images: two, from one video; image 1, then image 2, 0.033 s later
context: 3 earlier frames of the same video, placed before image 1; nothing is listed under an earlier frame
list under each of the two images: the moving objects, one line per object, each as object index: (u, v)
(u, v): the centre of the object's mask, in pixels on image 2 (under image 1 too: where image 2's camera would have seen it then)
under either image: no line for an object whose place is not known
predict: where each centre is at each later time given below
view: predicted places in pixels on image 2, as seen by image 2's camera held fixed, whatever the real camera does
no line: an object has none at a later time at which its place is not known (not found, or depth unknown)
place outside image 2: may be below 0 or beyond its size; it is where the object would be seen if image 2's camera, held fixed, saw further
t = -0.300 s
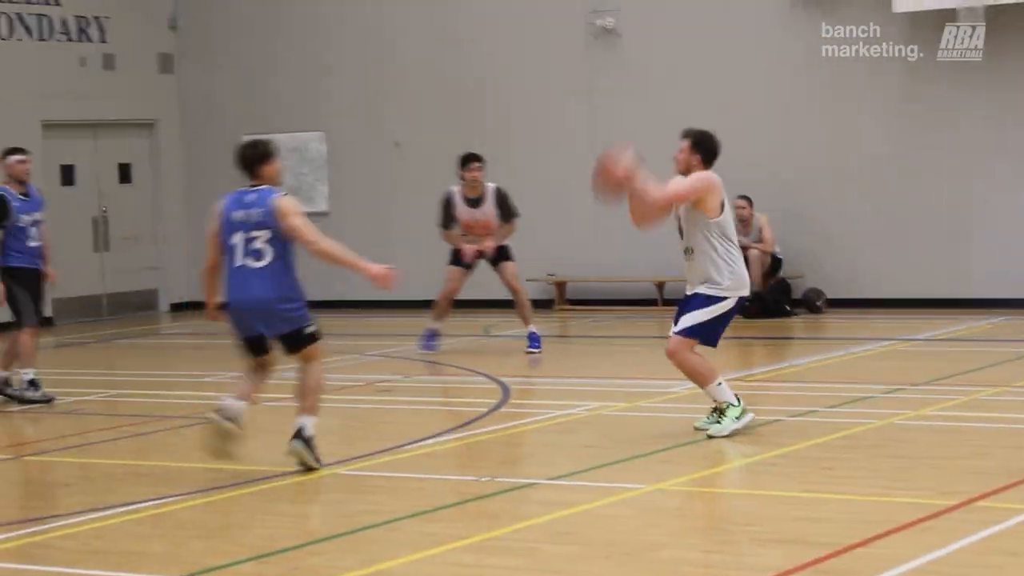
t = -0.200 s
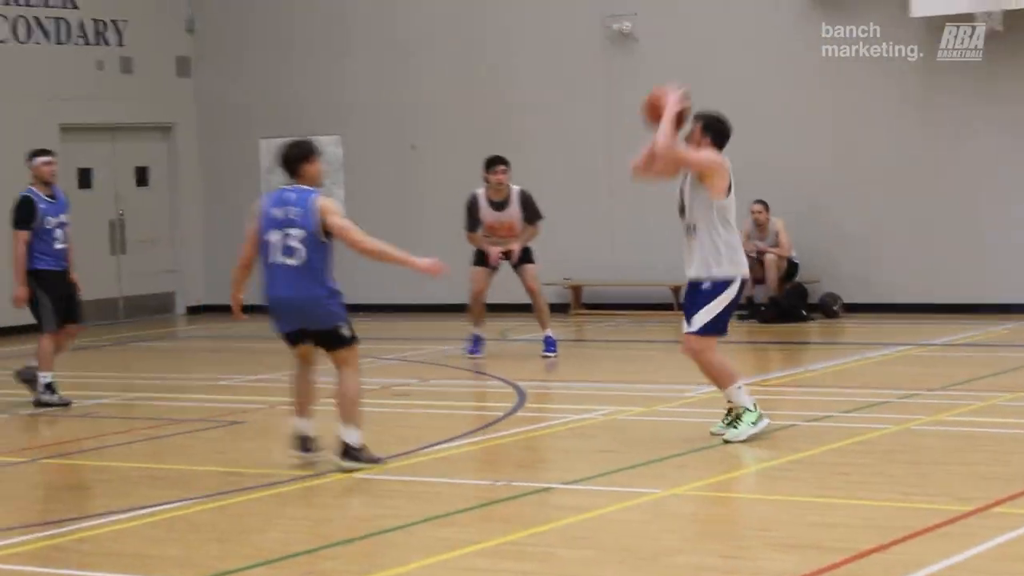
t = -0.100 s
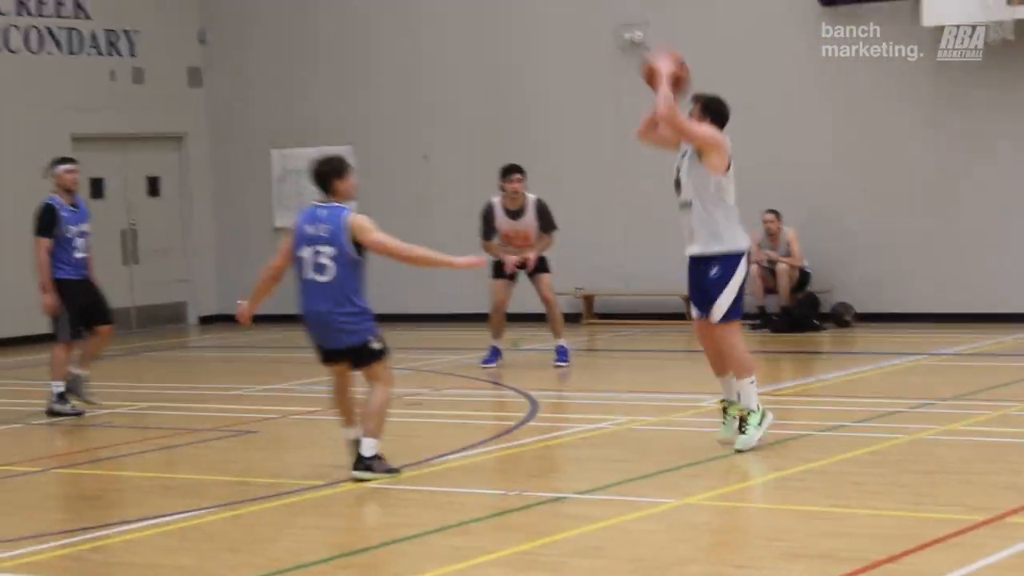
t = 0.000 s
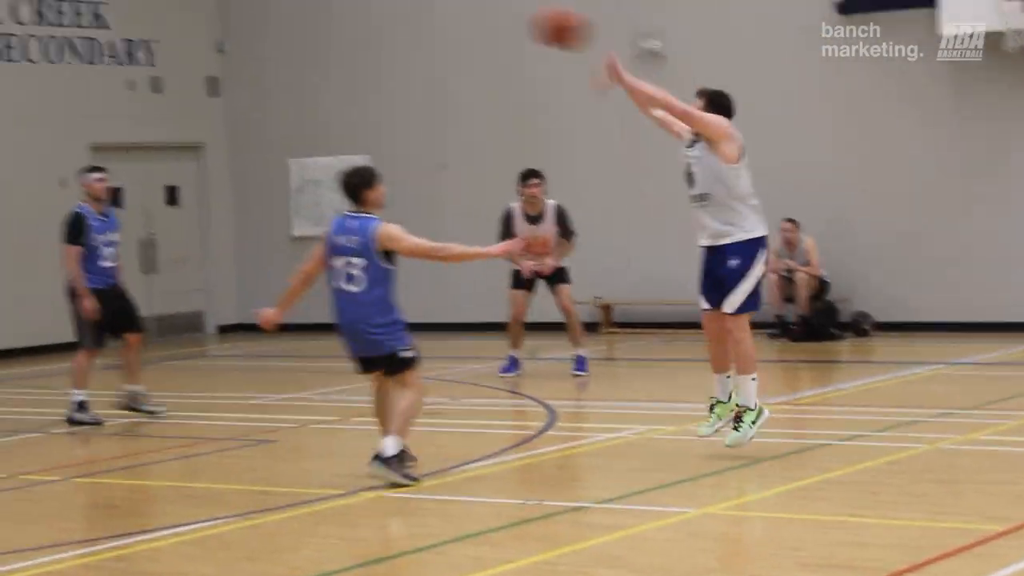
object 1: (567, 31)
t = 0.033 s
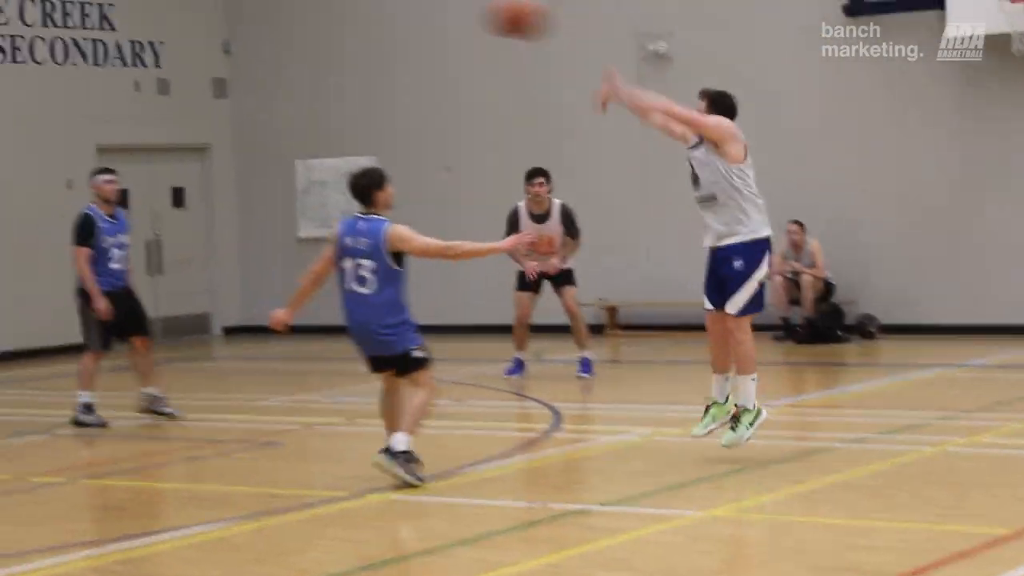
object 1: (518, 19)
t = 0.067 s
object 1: (466, 10)
